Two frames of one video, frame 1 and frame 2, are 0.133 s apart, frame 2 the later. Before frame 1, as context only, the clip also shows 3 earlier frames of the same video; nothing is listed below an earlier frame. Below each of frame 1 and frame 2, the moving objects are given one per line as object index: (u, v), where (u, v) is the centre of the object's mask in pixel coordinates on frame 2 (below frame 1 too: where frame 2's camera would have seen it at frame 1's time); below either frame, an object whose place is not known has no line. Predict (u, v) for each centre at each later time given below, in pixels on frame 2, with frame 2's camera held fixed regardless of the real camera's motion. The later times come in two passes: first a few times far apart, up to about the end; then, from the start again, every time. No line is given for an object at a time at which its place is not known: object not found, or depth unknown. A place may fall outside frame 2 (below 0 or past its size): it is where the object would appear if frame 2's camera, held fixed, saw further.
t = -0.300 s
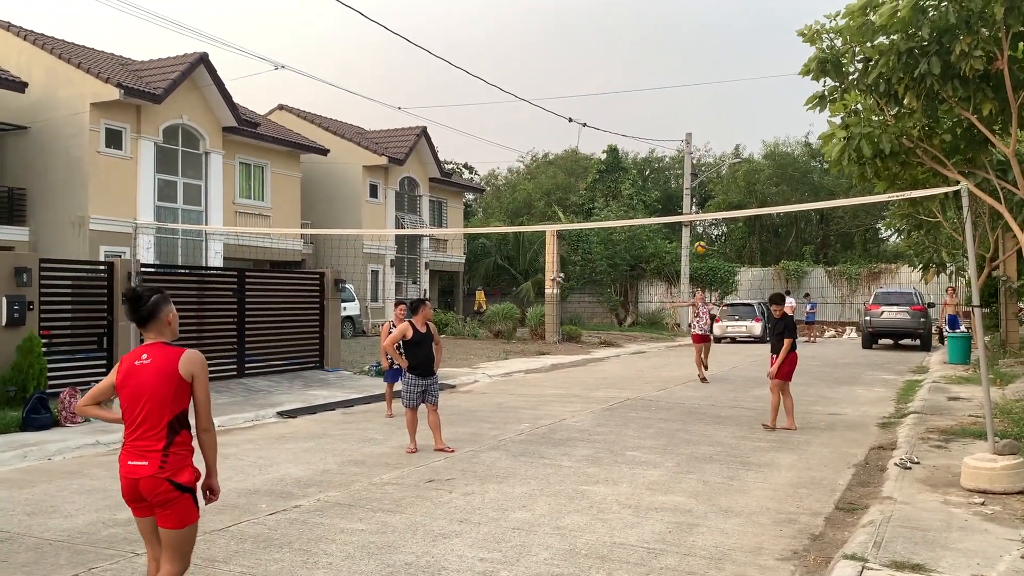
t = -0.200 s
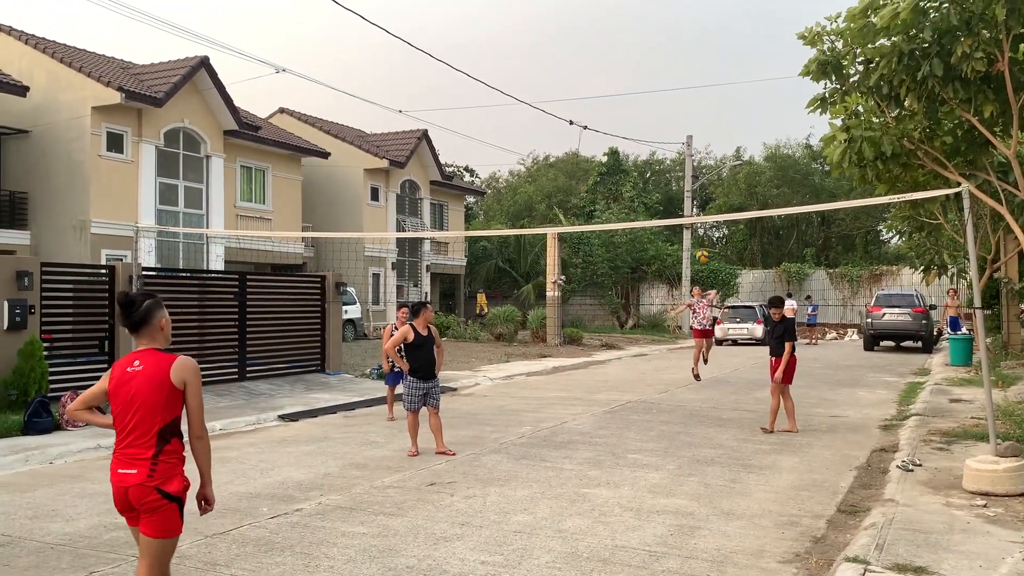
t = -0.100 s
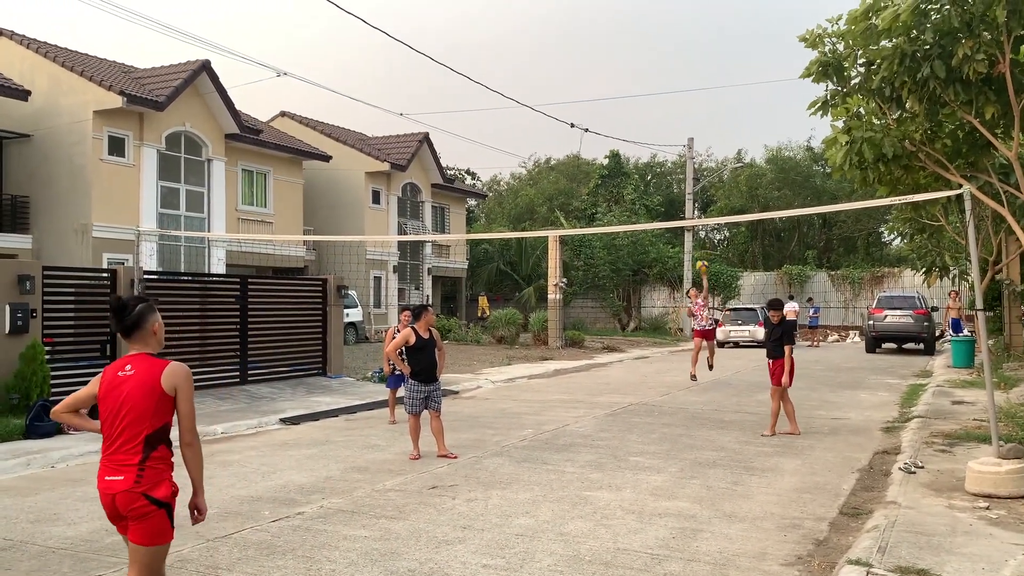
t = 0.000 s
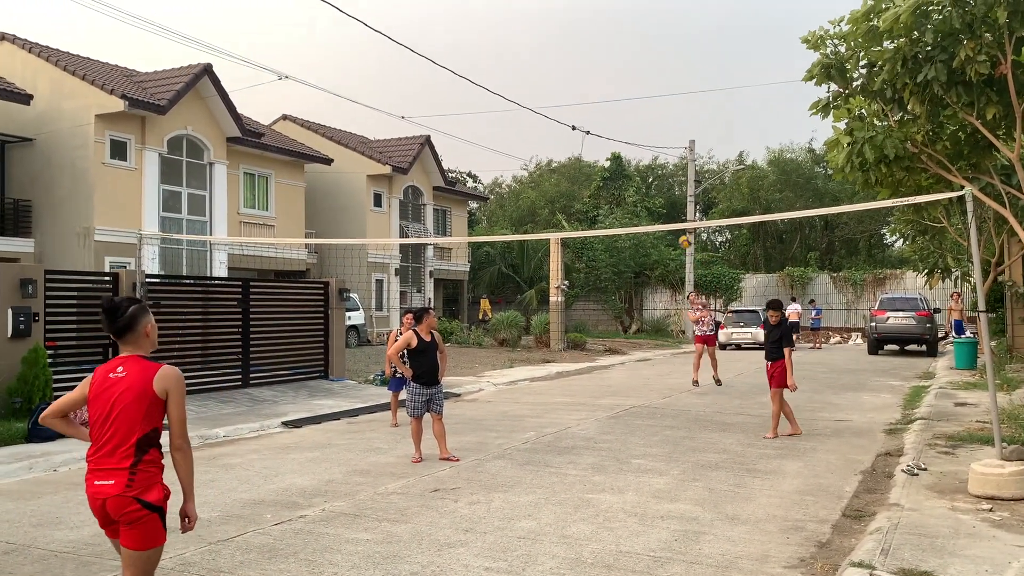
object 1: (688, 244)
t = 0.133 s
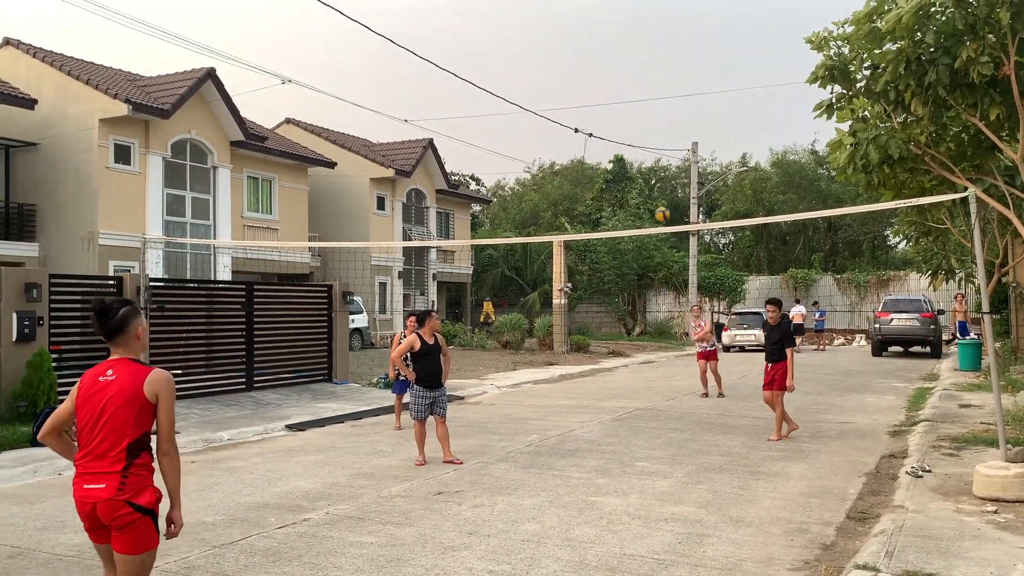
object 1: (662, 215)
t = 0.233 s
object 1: (640, 198)
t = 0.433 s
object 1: (589, 186)
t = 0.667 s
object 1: (496, 237)
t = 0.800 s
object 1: (409, 323)
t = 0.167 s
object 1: (656, 209)
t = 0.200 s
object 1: (648, 203)
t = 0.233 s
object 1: (640, 198)
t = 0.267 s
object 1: (633, 194)
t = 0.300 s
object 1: (625, 190)
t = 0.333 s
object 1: (617, 188)
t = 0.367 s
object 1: (608, 186)
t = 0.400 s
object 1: (600, 185)
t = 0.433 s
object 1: (589, 186)
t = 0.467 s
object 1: (578, 188)
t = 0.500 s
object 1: (566, 191)
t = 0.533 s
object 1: (554, 197)
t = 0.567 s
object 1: (540, 204)
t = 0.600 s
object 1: (527, 212)
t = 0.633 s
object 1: (512, 224)
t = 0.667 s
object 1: (496, 237)
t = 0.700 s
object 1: (477, 255)
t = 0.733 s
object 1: (455, 274)
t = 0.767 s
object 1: (434, 296)
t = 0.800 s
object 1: (409, 323)
